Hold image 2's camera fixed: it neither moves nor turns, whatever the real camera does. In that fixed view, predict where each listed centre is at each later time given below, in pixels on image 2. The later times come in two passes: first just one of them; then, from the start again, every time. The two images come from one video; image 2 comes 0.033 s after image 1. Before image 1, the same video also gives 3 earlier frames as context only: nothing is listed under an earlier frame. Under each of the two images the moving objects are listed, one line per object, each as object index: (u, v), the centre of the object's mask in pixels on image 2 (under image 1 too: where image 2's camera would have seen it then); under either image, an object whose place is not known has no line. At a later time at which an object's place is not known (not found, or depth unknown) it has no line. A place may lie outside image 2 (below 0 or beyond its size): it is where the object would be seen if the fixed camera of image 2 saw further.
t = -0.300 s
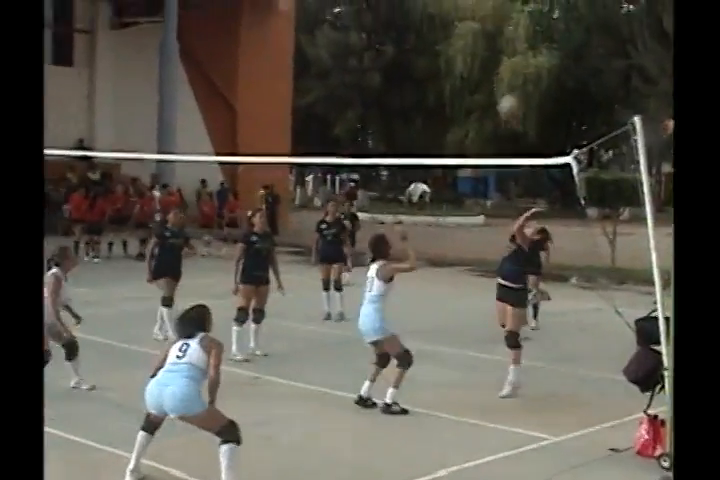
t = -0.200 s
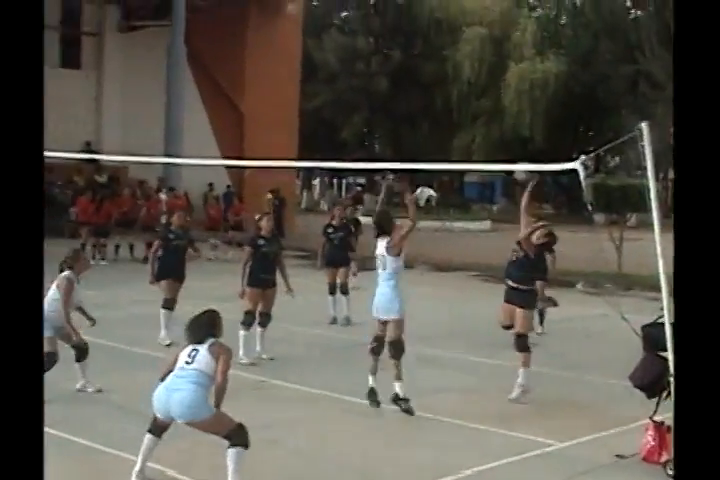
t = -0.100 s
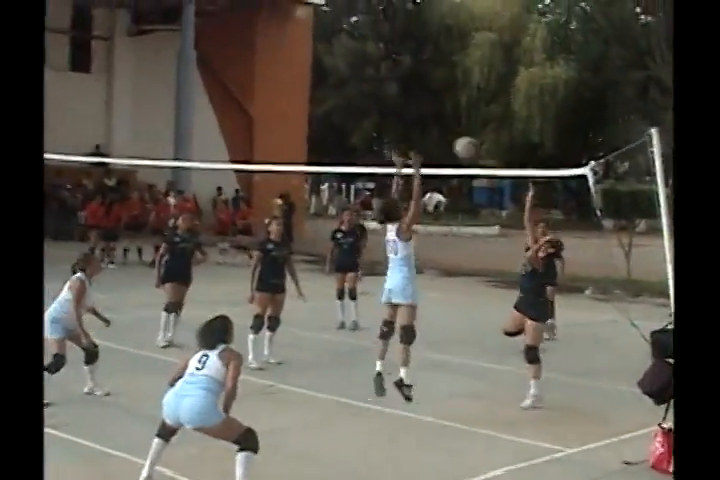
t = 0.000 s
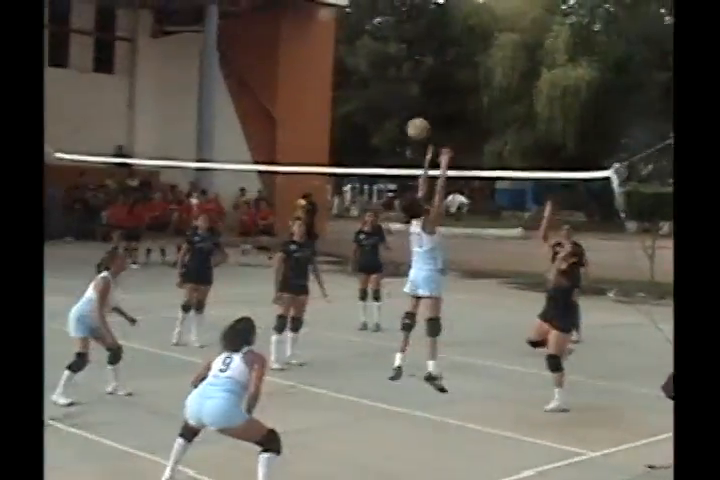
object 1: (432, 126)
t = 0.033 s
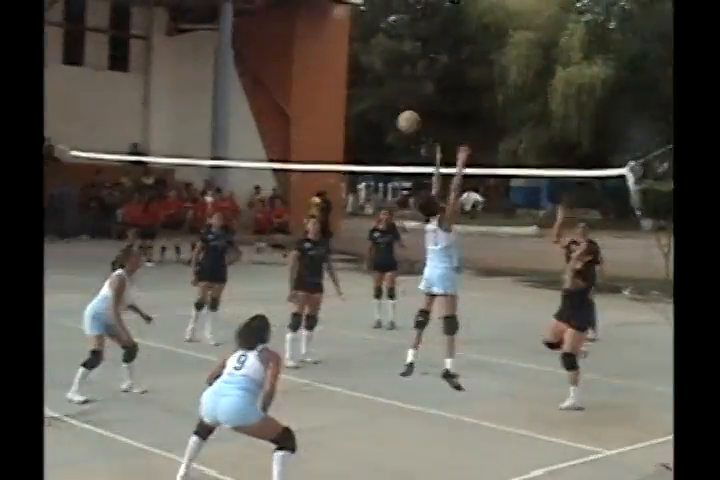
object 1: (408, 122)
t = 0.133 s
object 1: (331, 113)
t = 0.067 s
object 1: (383, 118)
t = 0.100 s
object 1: (359, 116)
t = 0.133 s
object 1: (331, 113)
